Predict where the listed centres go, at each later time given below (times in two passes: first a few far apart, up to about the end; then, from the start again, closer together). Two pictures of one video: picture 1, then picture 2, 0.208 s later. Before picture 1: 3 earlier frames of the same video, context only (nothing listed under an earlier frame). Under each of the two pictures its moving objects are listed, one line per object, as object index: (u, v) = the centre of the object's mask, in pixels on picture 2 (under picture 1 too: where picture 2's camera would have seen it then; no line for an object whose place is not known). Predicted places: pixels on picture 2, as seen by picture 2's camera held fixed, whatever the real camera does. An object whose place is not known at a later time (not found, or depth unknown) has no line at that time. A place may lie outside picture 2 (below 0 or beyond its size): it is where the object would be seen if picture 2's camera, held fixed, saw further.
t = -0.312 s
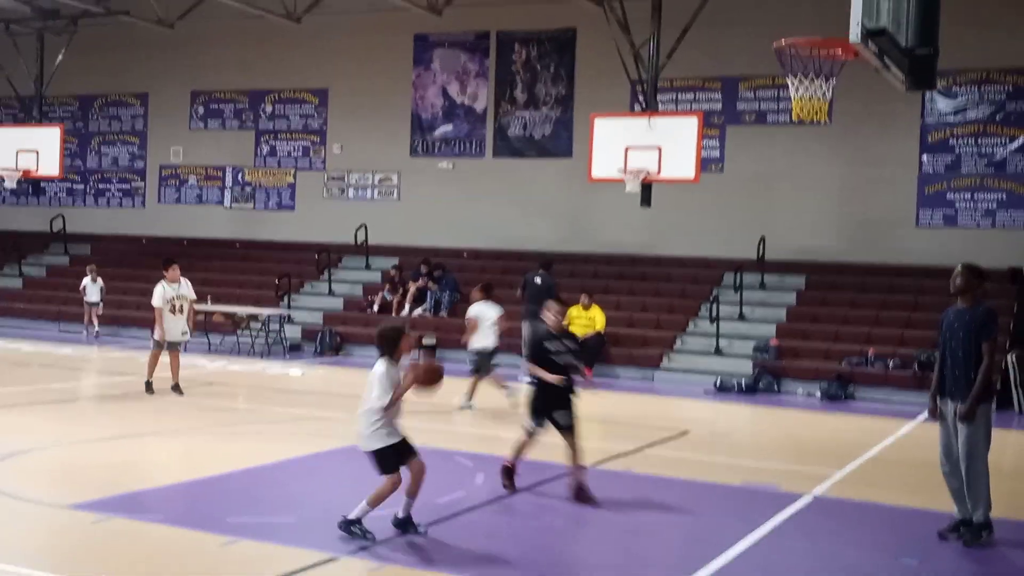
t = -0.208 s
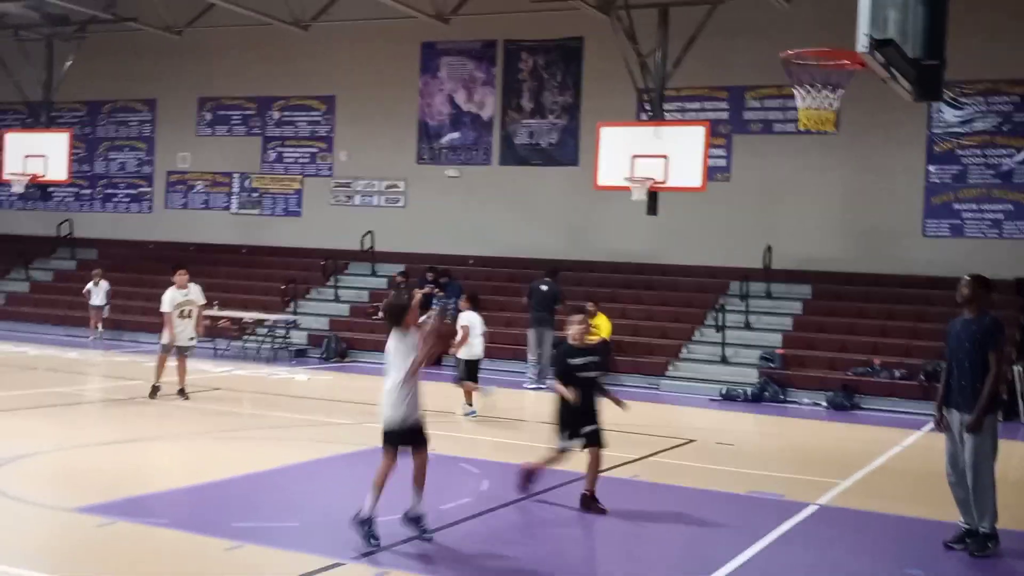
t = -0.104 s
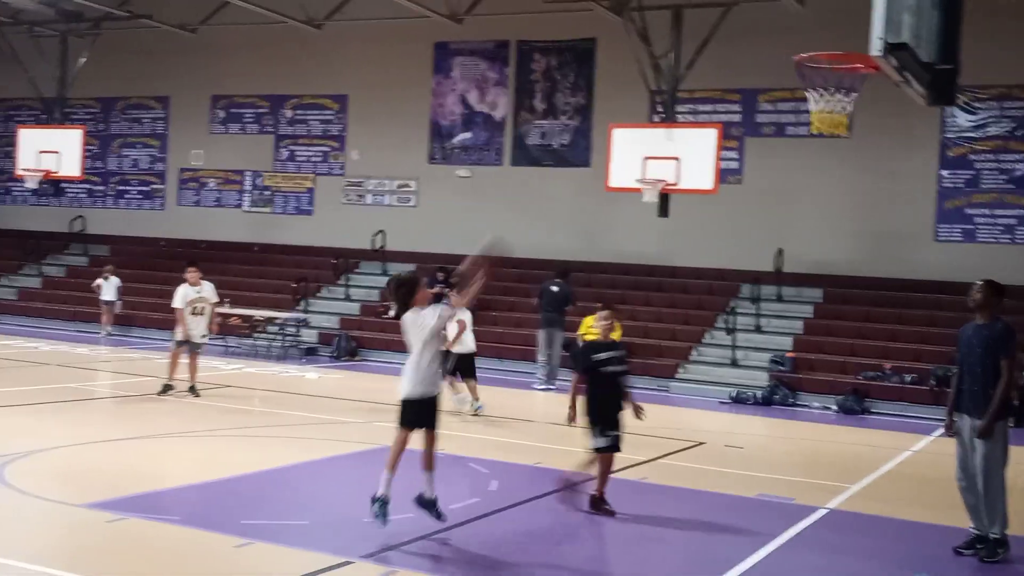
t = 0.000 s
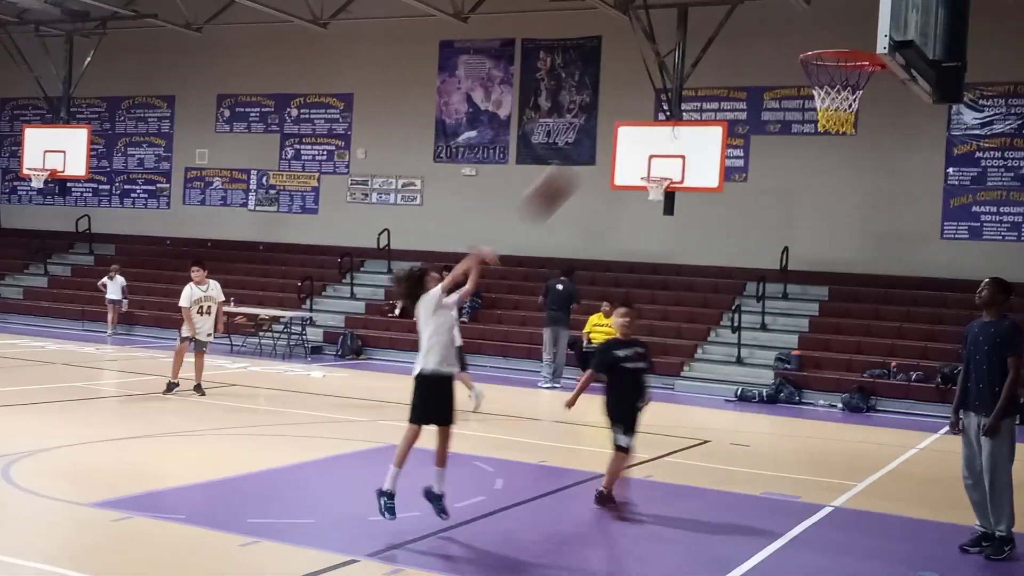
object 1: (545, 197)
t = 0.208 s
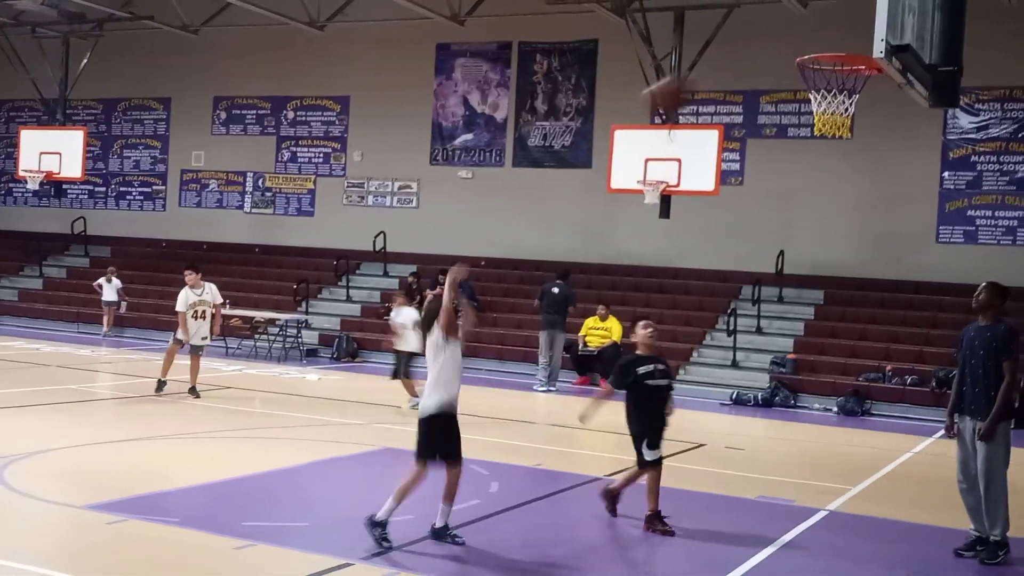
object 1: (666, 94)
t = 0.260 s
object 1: (700, 80)
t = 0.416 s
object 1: (787, 56)
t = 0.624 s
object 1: (795, 102)
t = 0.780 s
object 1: (786, 235)
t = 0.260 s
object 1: (700, 80)
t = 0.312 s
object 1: (730, 69)
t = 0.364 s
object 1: (761, 61)
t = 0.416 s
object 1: (787, 56)
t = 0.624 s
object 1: (795, 102)
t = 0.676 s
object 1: (792, 161)
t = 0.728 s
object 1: (789, 198)
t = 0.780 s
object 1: (786, 235)
